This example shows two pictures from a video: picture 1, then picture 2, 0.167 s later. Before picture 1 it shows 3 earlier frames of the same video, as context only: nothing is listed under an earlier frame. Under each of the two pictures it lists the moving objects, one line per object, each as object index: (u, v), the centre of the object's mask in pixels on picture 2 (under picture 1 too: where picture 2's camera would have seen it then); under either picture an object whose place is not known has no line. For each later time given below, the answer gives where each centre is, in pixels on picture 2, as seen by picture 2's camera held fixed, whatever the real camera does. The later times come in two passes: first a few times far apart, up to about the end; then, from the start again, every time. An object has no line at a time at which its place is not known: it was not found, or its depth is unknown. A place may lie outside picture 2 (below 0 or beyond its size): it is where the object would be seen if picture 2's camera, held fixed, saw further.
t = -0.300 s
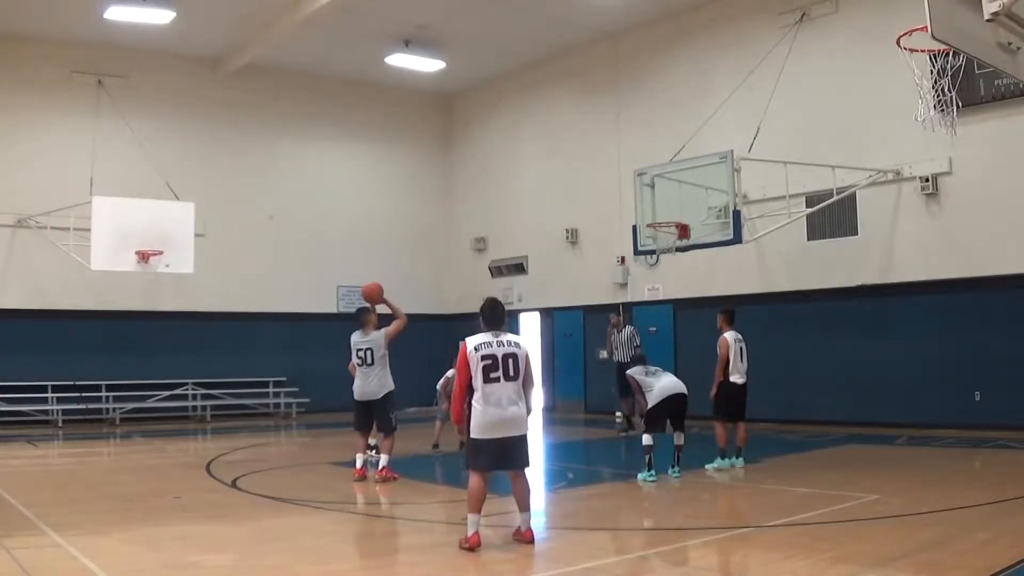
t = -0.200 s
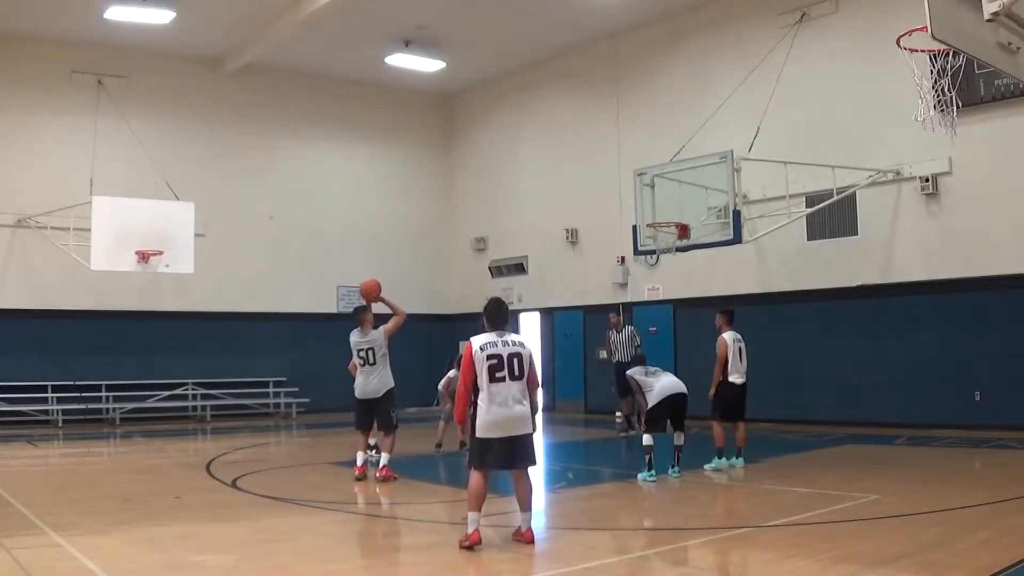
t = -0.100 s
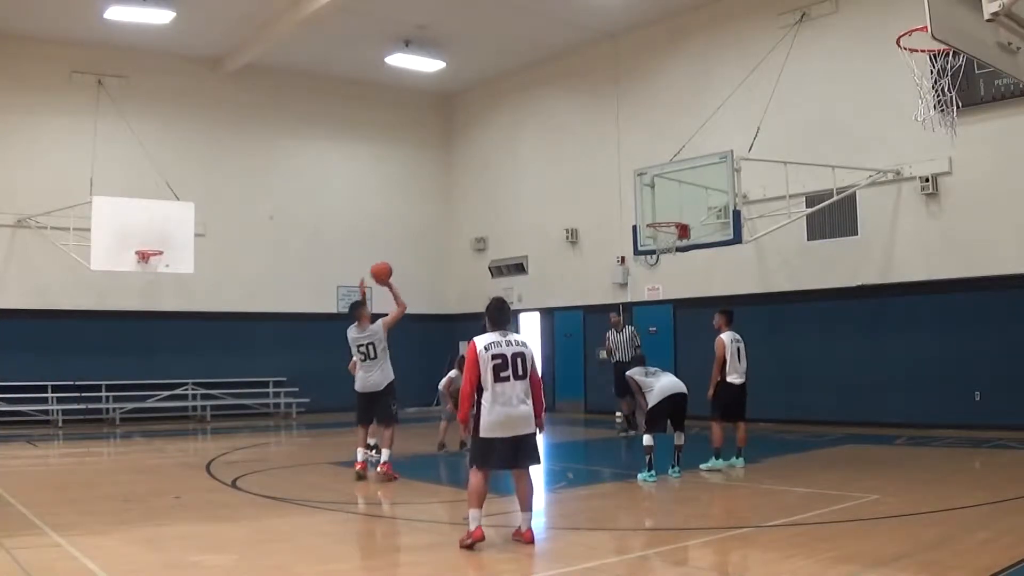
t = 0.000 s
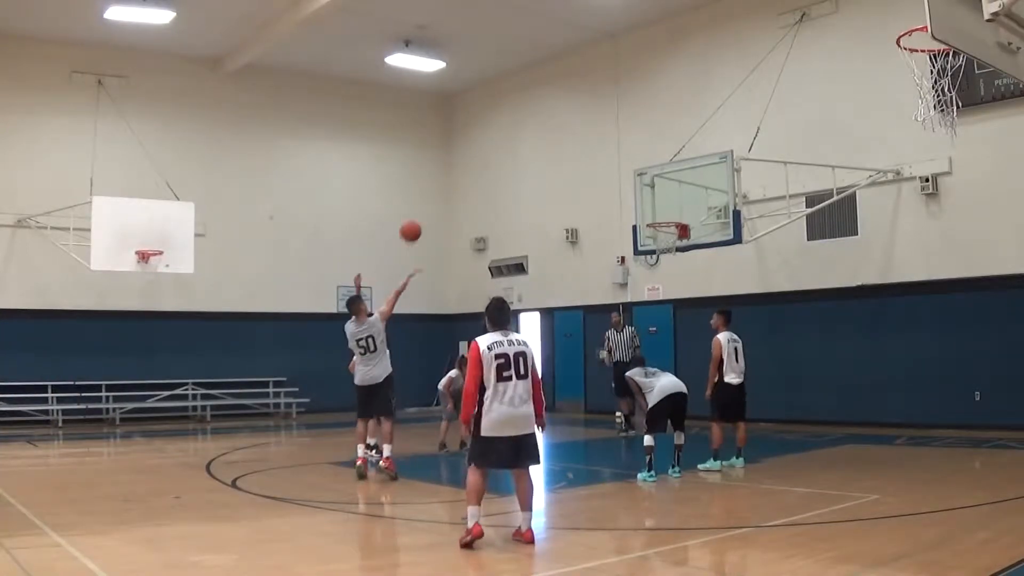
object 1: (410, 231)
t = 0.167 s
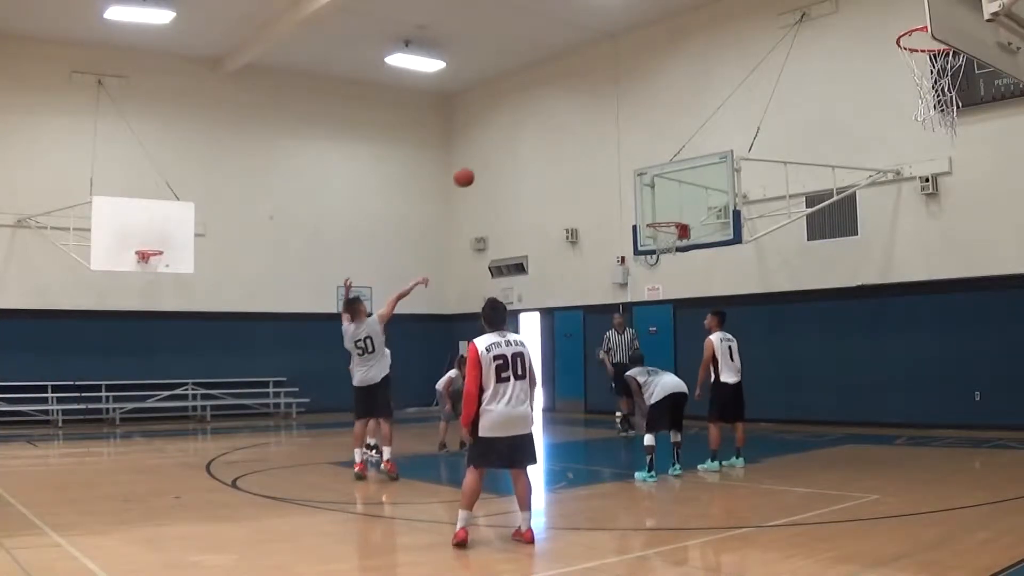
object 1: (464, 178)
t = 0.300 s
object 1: (503, 153)
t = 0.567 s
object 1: (575, 149)
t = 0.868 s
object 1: (647, 204)
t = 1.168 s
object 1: (681, 264)
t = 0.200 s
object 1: (474, 169)
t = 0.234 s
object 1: (484, 163)
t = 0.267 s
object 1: (494, 158)
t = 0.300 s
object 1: (503, 153)
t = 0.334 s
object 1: (513, 149)
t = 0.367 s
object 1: (522, 147)
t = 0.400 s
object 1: (531, 145)
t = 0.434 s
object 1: (540, 144)
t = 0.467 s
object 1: (549, 144)
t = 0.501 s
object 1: (558, 145)
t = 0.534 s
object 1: (566, 146)
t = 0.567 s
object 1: (575, 149)
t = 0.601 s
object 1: (583, 152)
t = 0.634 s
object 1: (592, 156)
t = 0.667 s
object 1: (600, 160)
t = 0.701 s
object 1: (608, 166)
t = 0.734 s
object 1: (616, 172)
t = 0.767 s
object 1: (624, 179)
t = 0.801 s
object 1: (632, 187)
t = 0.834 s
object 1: (640, 195)
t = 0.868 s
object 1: (647, 204)
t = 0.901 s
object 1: (655, 213)
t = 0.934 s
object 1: (662, 223)
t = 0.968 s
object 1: (668, 233)
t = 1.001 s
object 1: (673, 240)
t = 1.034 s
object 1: (675, 243)
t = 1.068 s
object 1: (676, 248)
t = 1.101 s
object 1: (678, 252)
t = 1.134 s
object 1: (679, 257)
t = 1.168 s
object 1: (681, 264)
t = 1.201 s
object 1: (682, 270)
